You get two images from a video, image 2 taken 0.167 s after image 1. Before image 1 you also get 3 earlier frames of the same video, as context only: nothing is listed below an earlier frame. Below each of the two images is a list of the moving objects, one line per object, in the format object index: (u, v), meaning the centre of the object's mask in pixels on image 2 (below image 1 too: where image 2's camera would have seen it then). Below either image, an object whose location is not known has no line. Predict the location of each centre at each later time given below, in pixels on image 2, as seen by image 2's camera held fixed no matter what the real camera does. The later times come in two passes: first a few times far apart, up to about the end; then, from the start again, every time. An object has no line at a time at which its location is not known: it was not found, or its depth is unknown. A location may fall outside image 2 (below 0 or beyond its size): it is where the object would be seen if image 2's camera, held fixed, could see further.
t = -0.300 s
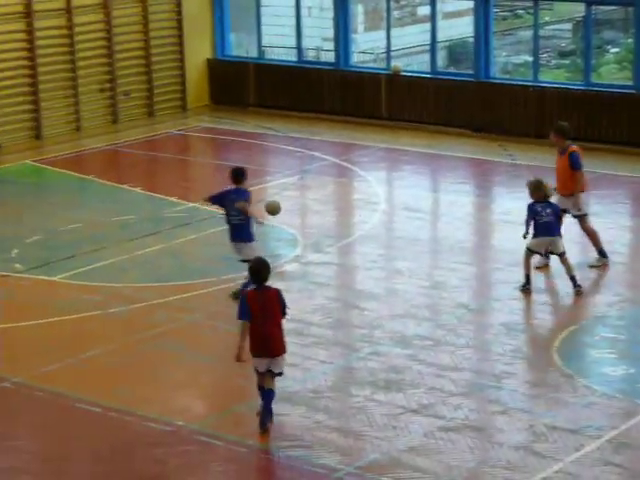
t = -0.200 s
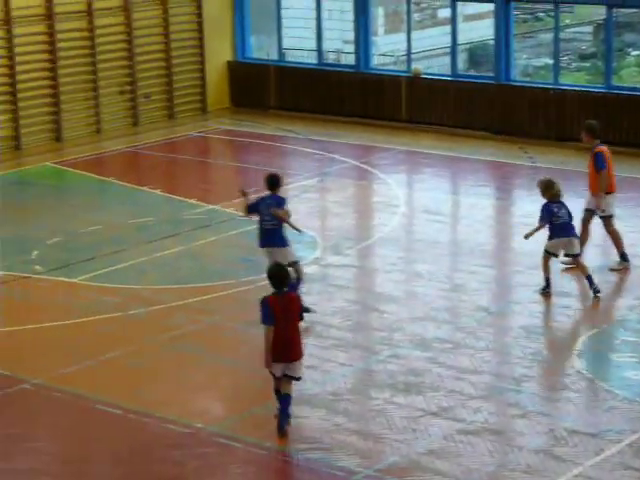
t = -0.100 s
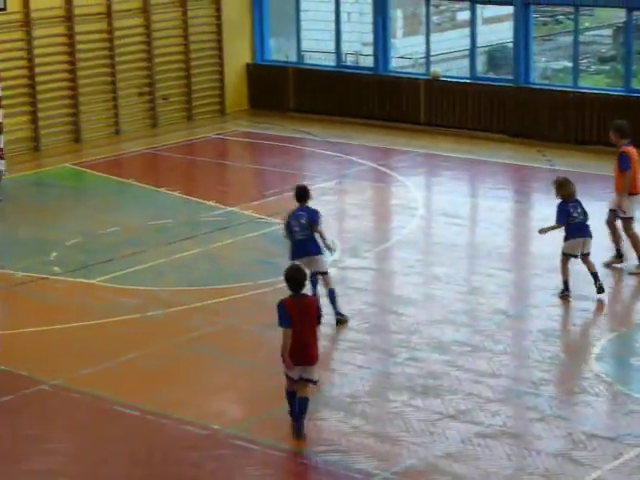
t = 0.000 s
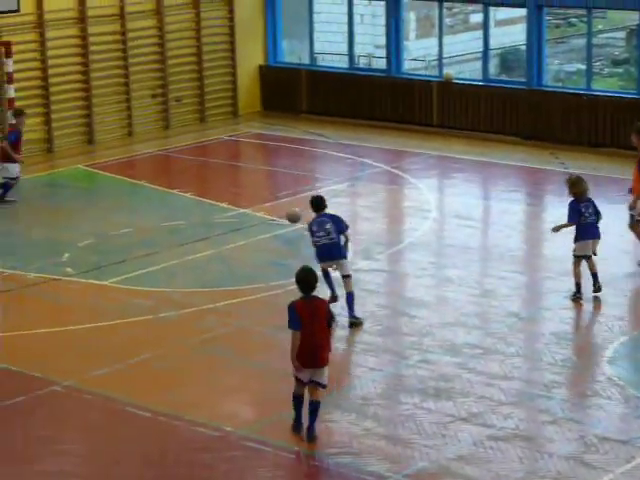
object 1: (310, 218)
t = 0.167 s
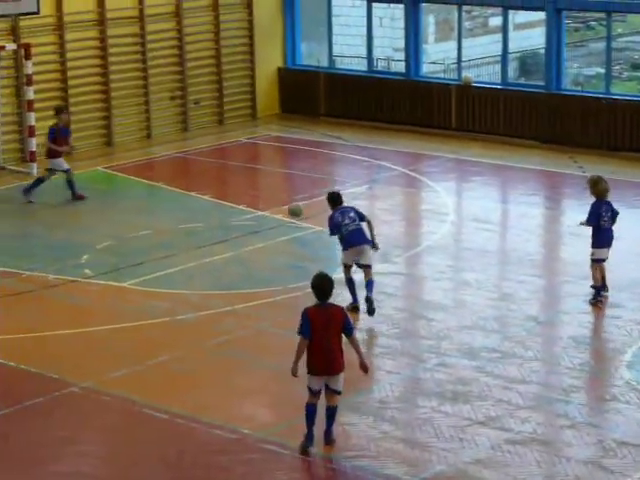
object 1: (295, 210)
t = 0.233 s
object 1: (289, 213)
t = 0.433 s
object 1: (273, 208)
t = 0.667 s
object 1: (251, 210)
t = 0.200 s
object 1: (292, 211)
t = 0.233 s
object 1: (289, 213)
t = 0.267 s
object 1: (286, 214)
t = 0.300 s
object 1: (283, 217)
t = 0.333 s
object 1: (280, 219)
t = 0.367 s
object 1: (277, 215)
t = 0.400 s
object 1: (274, 211)
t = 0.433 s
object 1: (273, 208)
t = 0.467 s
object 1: (269, 206)
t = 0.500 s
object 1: (266, 205)
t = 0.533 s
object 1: (263, 204)
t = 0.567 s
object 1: (260, 204)
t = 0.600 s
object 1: (258, 206)
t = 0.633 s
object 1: (254, 207)
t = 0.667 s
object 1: (251, 210)
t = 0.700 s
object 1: (249, 206)
